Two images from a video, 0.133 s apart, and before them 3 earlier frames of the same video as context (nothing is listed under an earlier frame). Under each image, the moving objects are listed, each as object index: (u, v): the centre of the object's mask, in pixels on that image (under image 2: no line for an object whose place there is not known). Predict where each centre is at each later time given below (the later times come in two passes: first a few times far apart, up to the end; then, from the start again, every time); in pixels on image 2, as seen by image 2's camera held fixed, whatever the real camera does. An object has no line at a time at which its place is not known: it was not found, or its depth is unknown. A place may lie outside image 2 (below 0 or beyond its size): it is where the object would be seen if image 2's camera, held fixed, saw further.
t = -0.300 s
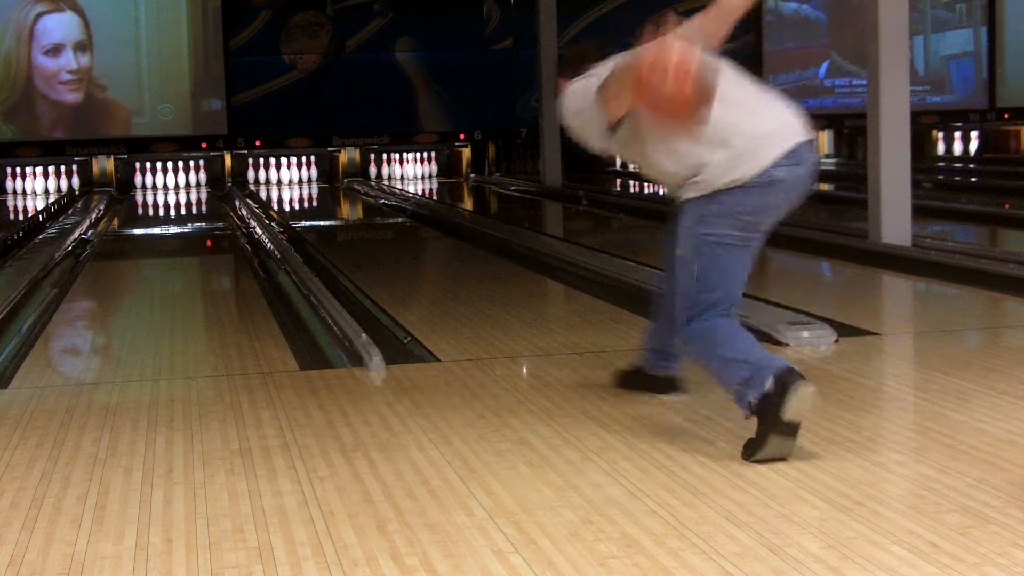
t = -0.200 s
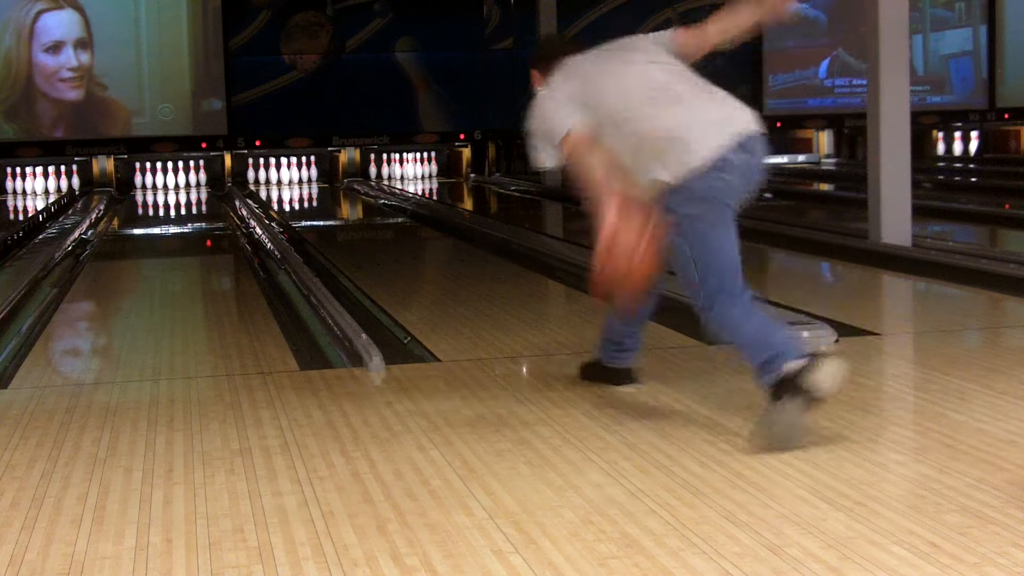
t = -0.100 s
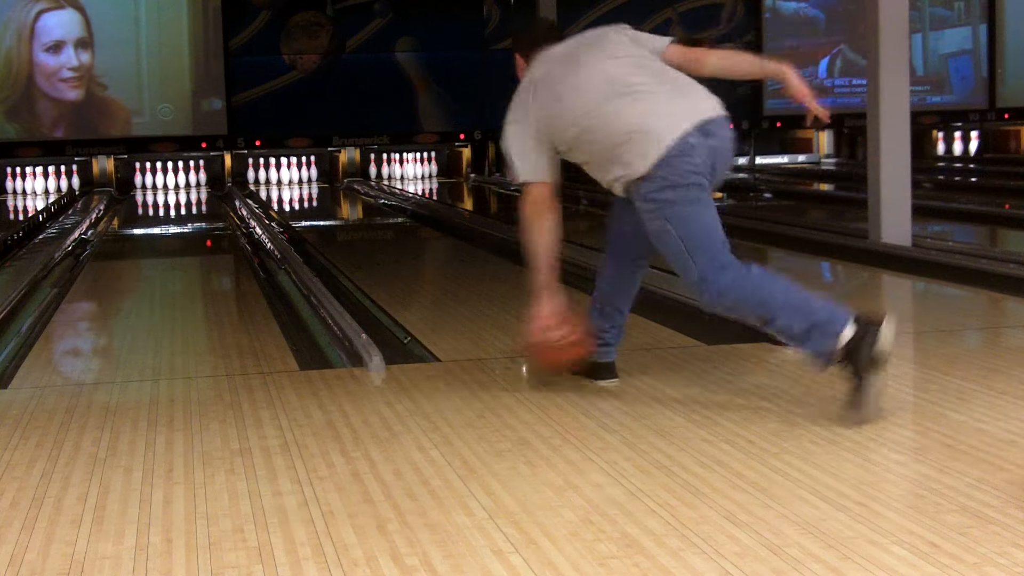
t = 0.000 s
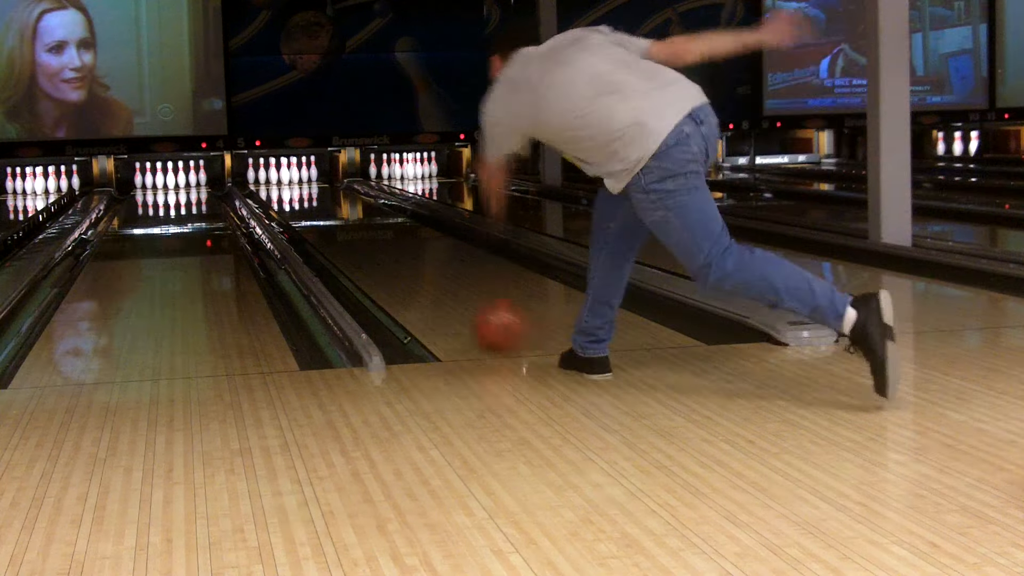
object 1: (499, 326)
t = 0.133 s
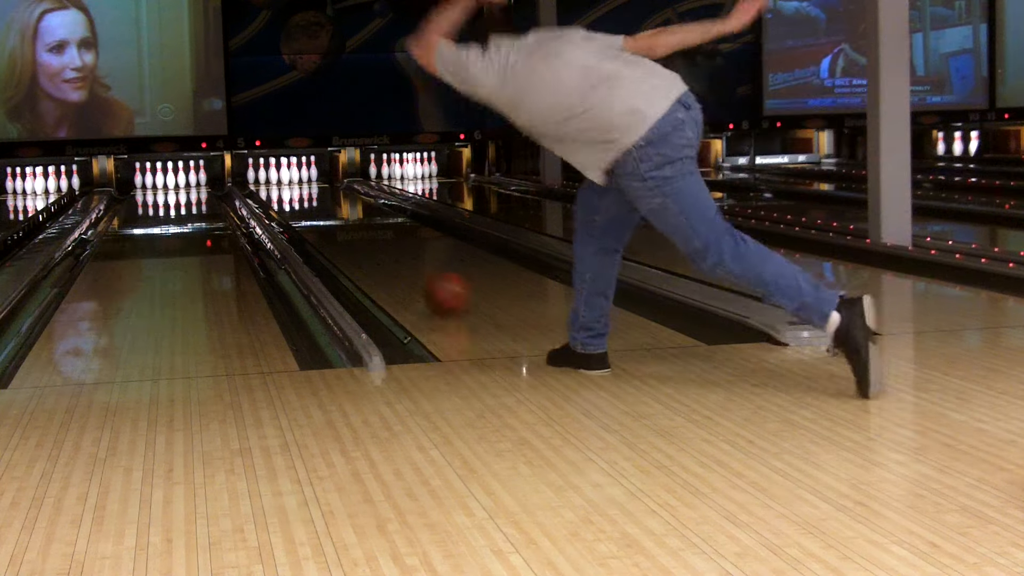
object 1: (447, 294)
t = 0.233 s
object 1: (418, 276)
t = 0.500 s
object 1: (364, 244)
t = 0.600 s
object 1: (350, 235)
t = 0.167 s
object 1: (436, 288)
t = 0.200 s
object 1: (427, 281)
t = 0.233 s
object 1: (418, 276)
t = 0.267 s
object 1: (408, 271)
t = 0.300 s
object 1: (402, 267)
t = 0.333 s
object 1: (394, 263)
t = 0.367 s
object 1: (388, 258)
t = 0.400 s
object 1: (379, 253)
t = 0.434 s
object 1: (372, 248)
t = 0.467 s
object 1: (369, 246)
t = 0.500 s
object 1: (364, 244)
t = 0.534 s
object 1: (359, 241)
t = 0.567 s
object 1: (354, 236)
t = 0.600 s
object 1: (350, 235)
